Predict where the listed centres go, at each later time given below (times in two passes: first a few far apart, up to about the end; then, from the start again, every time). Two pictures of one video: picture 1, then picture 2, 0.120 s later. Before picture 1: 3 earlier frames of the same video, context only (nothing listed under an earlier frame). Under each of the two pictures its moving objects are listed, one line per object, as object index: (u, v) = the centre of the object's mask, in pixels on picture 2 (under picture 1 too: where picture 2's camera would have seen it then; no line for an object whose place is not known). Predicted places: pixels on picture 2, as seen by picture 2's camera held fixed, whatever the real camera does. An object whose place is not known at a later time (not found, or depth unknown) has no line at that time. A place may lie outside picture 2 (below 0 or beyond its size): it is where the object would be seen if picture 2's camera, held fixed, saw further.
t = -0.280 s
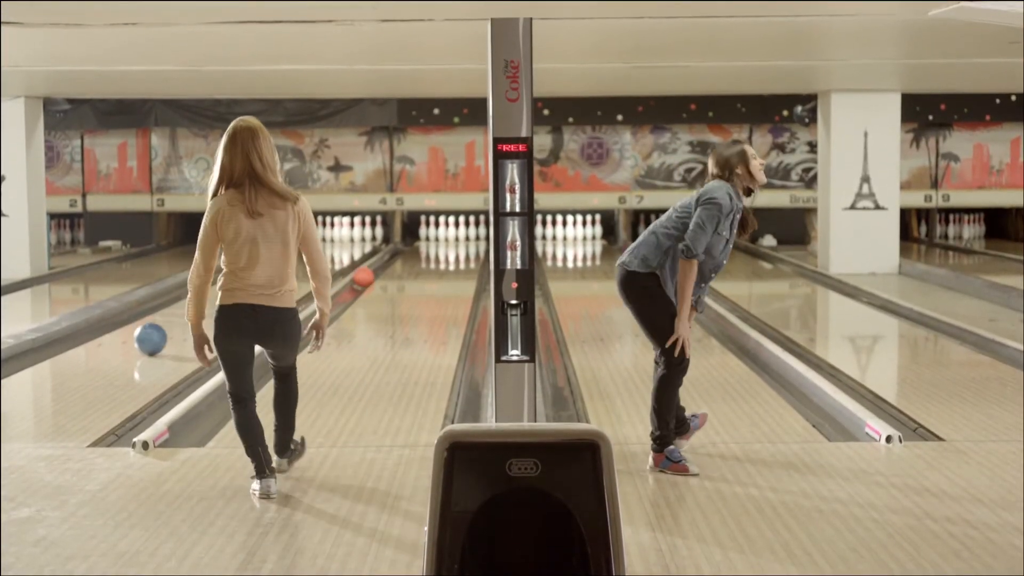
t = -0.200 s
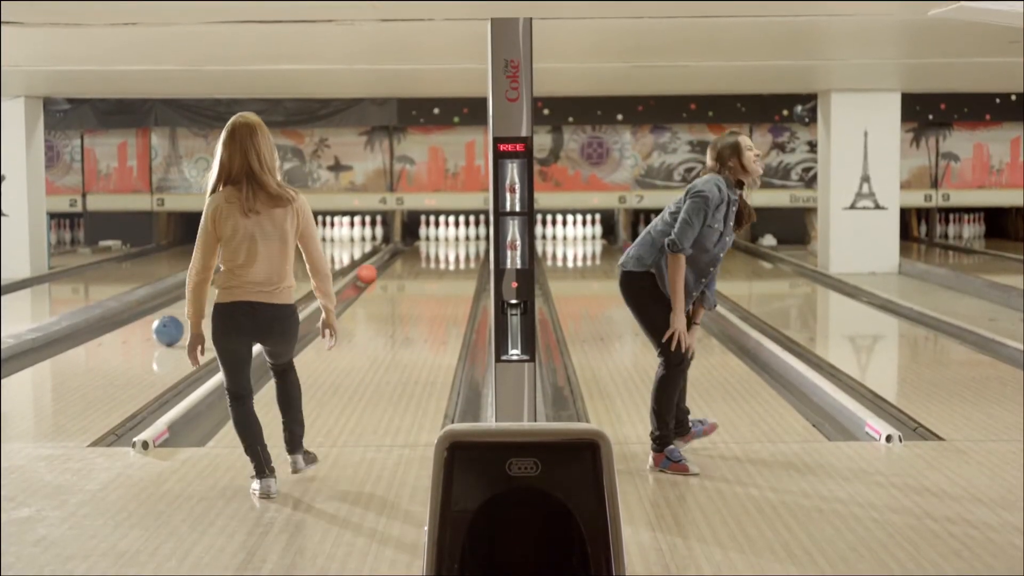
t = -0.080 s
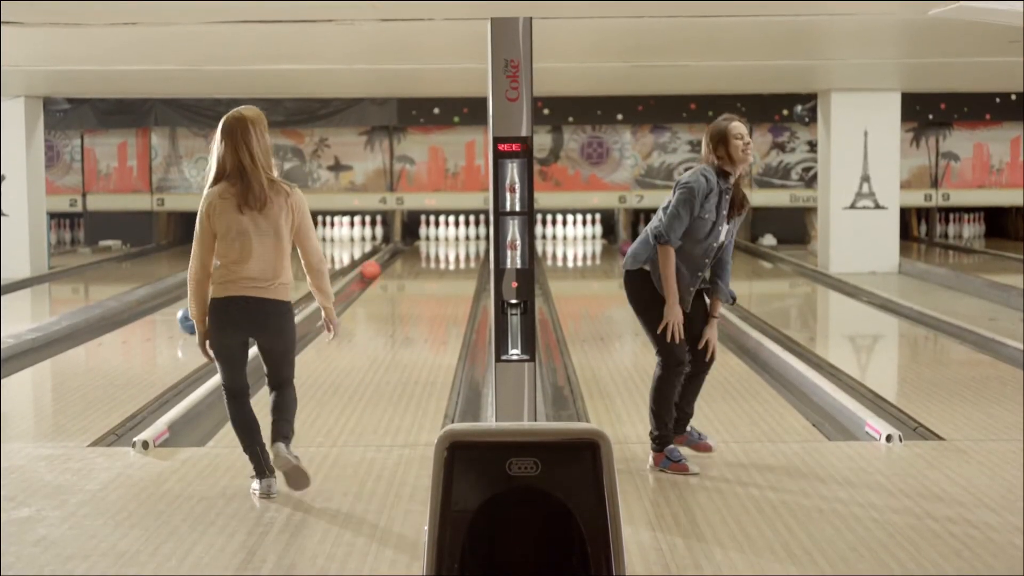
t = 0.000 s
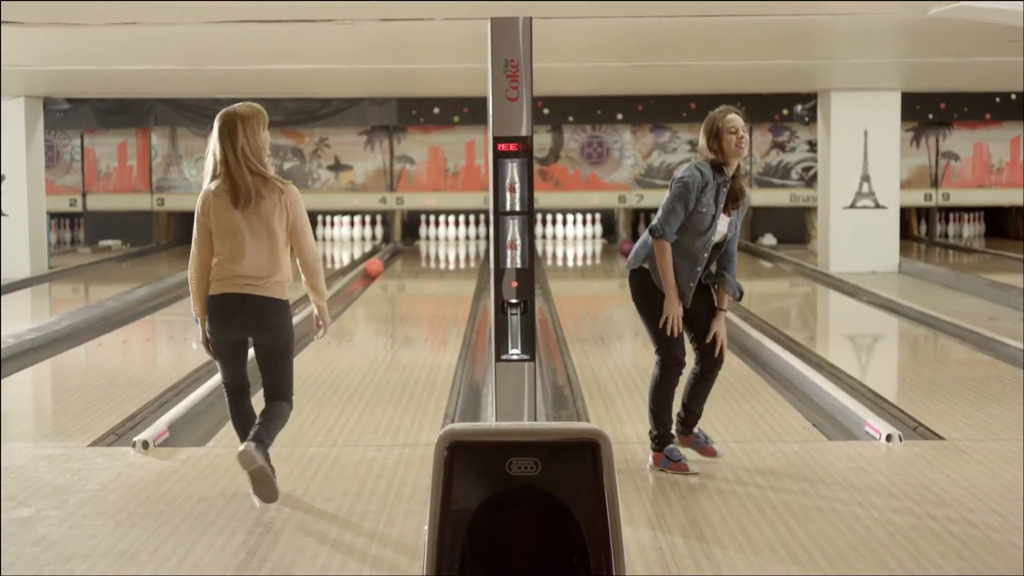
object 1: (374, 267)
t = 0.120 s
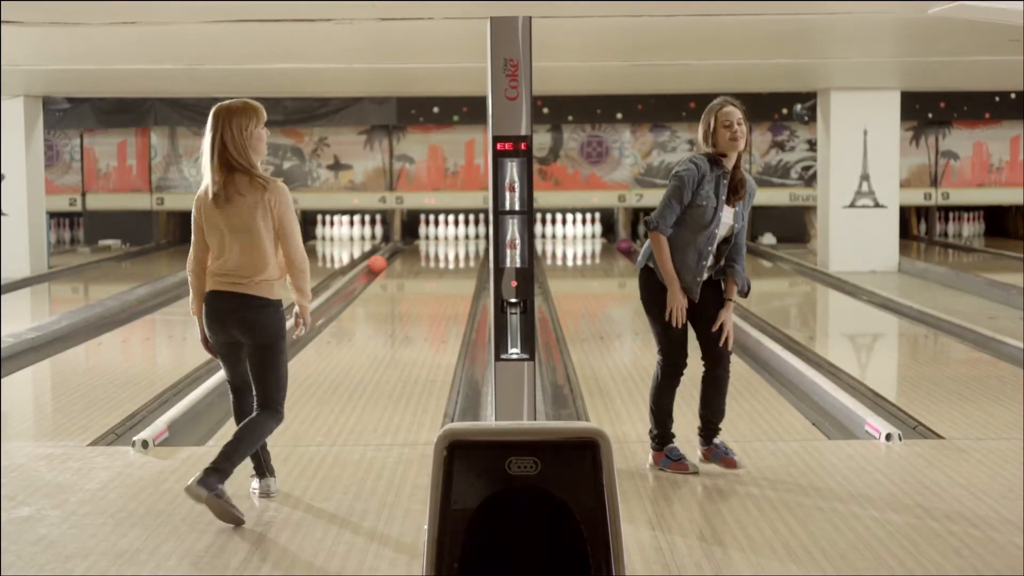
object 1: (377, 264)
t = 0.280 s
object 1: (382, 260)
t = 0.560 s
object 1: (389, 255)
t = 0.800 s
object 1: (394, 251)
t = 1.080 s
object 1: (399, 247)
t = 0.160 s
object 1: (378, 263)
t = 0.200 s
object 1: (379, 262)
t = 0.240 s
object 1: (380, 261)
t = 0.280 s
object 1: (382, 260)
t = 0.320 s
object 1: (383, 259)
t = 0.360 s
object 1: (384, 259)
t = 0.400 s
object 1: (385, 258)
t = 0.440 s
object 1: (386, 257)
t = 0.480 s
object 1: (387, 256)
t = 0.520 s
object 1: (388, 256)
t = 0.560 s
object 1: (389, 255)
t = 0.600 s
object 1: (390, 255)
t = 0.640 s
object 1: (391, 254)
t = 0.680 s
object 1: (391, 253)
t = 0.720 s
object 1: (392, 252)
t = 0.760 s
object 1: (393, 252)
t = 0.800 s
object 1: (394, 251)
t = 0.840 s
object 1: (395, 250)
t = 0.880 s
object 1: (396, 249)
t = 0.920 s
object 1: (397, 249)
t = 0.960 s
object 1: (397, 248)
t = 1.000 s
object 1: (398, 248)
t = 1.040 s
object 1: (399, 247)
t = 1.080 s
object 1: (399, 247)
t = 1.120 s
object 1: (400, 246)
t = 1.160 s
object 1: (400, 246)
